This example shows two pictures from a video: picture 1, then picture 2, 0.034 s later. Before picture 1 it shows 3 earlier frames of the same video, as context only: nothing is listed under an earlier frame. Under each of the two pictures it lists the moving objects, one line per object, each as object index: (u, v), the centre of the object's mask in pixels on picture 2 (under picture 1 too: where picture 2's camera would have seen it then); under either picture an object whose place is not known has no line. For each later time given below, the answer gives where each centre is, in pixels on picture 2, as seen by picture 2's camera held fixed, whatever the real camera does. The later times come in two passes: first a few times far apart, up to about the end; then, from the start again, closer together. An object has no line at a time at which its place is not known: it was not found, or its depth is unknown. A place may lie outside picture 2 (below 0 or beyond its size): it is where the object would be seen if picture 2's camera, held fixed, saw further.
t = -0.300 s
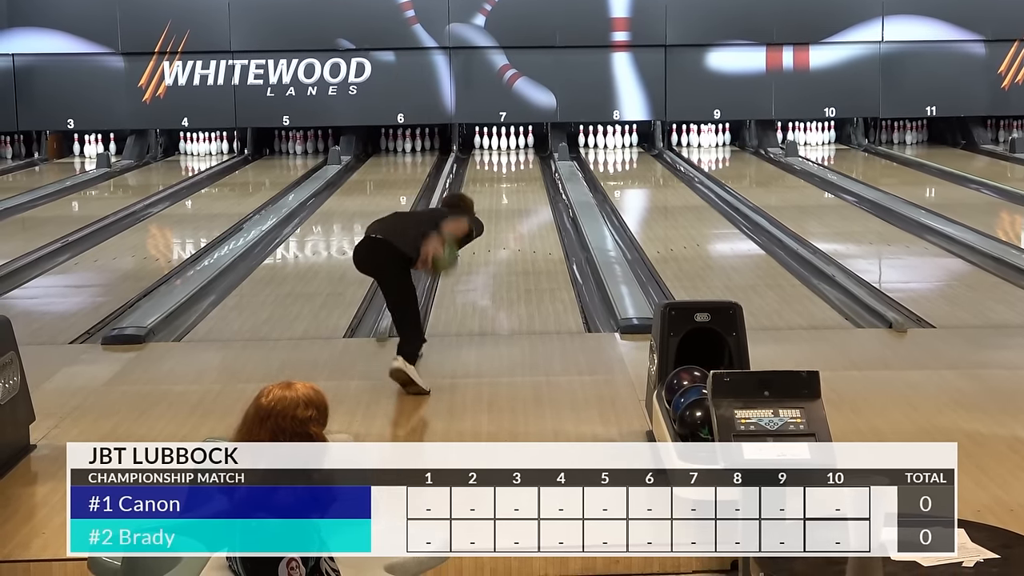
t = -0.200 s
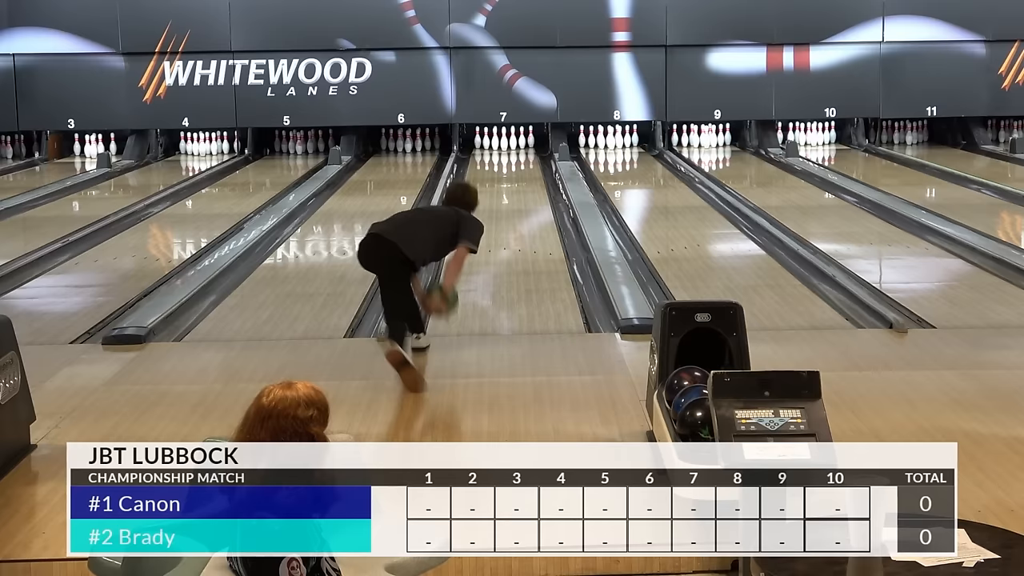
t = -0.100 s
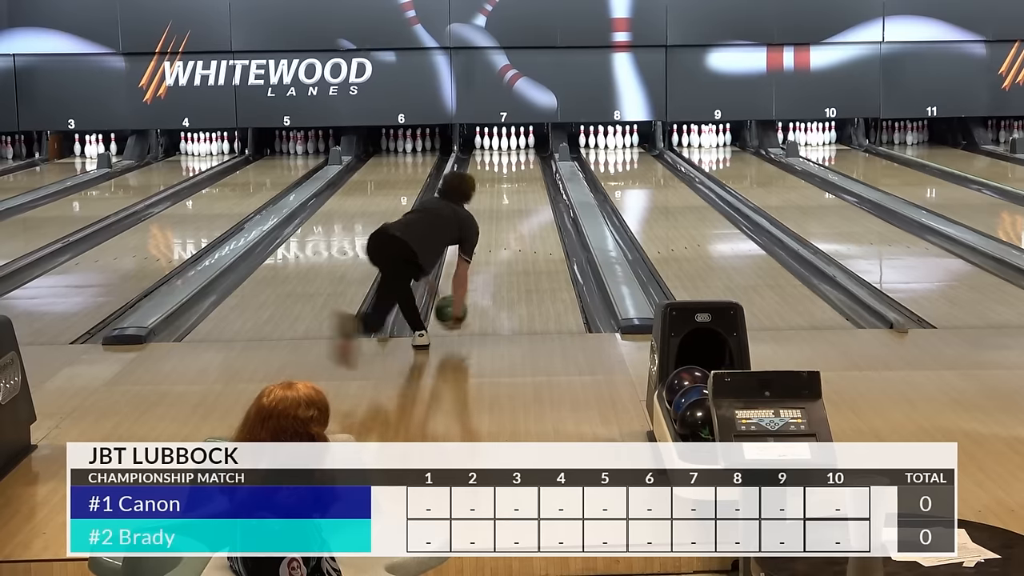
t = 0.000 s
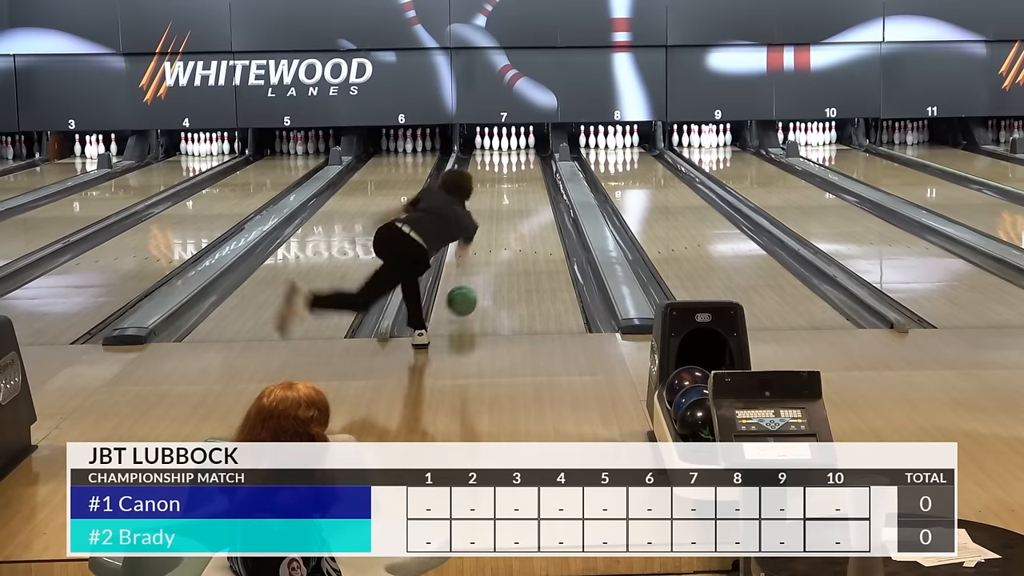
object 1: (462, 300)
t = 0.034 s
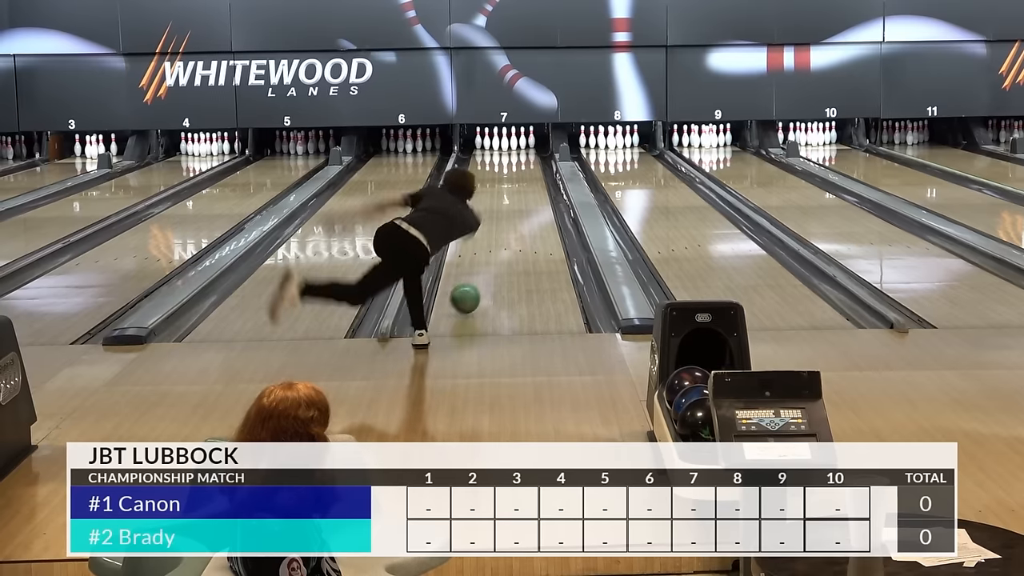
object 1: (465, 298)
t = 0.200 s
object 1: (480, 274)
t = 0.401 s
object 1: (494, 248)
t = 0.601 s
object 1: (505, 228)
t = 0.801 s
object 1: (513, 211)
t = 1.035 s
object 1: (521, 194)
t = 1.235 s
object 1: (525, 183)
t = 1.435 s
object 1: (527, 172)
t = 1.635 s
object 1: (527, 163)
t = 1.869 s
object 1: (522, 154)
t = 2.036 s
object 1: (516, 149)
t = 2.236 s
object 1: (509, 144)
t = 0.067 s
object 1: (469, 293)
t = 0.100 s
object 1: (471, 288)
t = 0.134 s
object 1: (475, 283)
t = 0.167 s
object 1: (477, 279)
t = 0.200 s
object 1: (480, 274)
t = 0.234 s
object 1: (483, 269)
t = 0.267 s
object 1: (485, 265)
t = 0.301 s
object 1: (488, 260)
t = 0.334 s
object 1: (490, 256)
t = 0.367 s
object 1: (492, 252)
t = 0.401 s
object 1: (494, 248)
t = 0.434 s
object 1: (496, 244)
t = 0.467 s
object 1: (497, 243)
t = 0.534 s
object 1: (503, 233)
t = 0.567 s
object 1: (503, 231)
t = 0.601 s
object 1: (505, 228)
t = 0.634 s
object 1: (507, 225)
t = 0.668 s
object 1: (508, 221)
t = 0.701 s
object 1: (509, 219)
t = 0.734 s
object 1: (511, 216)
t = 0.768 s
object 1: (513, 213)
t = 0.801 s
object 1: (513, 211)
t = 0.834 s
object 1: (515, 208)
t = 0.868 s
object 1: (516, 205)
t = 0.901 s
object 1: (517, 203)
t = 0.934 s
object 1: (518, 200)
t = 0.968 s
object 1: (519, 198)
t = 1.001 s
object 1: (520, 196)
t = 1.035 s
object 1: (521, 194)
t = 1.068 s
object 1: (522, 192)
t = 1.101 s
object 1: (522, 190)
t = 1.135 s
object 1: (523, 188)
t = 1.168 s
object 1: (524, 185)
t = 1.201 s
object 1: (524, 184)
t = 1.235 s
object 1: (525, 183)
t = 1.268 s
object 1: (525, 180)
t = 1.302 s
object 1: (526, 179)
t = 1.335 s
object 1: (526, 177)
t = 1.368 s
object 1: (526, 175)
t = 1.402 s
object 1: (527, 174)
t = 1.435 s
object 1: (527, 172)
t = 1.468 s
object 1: (527, 170)
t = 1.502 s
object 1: (527, 169)
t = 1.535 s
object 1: (527, 167)
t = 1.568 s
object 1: (527, 166)
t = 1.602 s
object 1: (527, 164)
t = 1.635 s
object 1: (527, 163)
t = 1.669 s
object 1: (526, 162)
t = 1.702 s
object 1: (526, 161)
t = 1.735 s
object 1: (524, 159)
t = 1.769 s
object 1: (524, 158)
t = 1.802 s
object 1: (524, 156)
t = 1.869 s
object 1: (522, 154)
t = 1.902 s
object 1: (521, 153)
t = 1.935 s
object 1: (520, 152)
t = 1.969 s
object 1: (518, 151)
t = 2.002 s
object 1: (517, 150)
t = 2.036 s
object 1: (516, 149)
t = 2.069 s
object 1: (515, 149)
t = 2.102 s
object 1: (514, 148)
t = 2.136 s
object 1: (511, 147)
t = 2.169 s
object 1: (510, 146)
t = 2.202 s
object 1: (510, 145)
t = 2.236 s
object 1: (509, 144)
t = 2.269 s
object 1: (509, 144)
